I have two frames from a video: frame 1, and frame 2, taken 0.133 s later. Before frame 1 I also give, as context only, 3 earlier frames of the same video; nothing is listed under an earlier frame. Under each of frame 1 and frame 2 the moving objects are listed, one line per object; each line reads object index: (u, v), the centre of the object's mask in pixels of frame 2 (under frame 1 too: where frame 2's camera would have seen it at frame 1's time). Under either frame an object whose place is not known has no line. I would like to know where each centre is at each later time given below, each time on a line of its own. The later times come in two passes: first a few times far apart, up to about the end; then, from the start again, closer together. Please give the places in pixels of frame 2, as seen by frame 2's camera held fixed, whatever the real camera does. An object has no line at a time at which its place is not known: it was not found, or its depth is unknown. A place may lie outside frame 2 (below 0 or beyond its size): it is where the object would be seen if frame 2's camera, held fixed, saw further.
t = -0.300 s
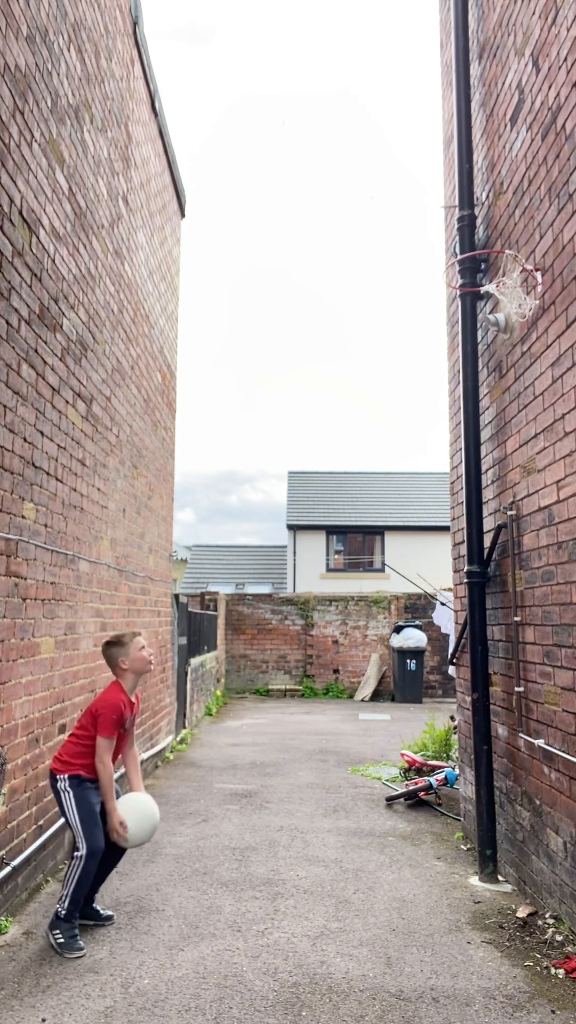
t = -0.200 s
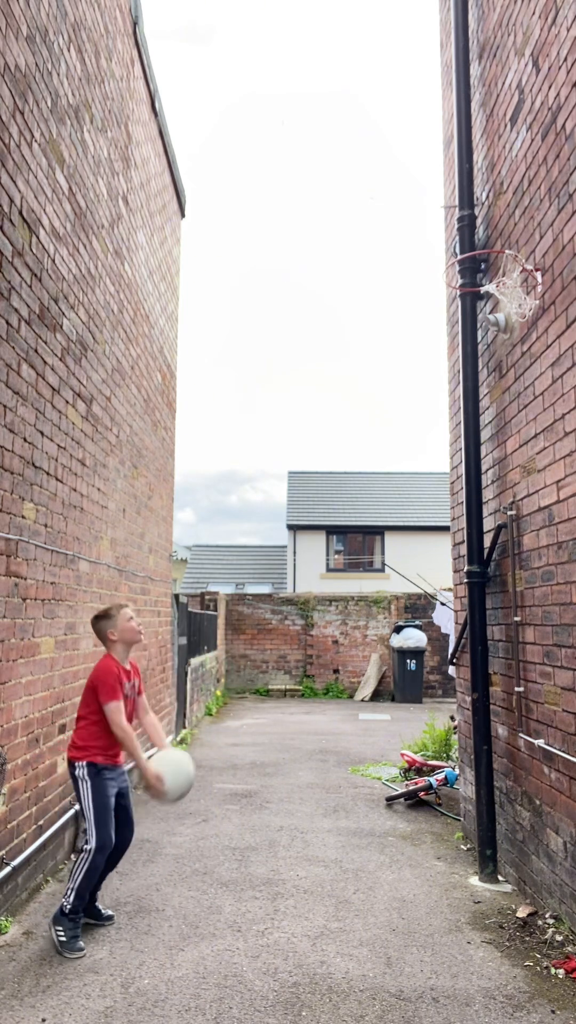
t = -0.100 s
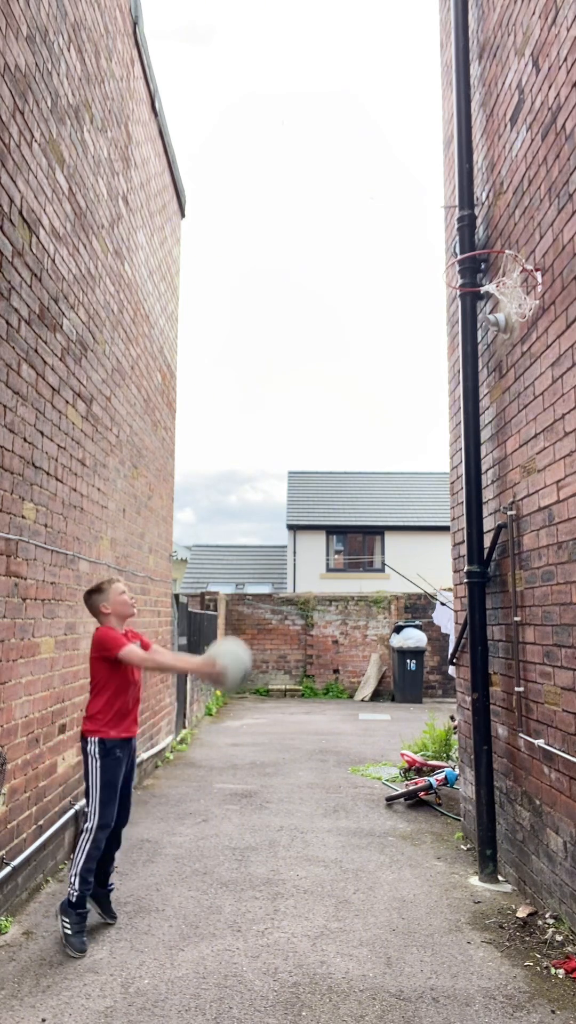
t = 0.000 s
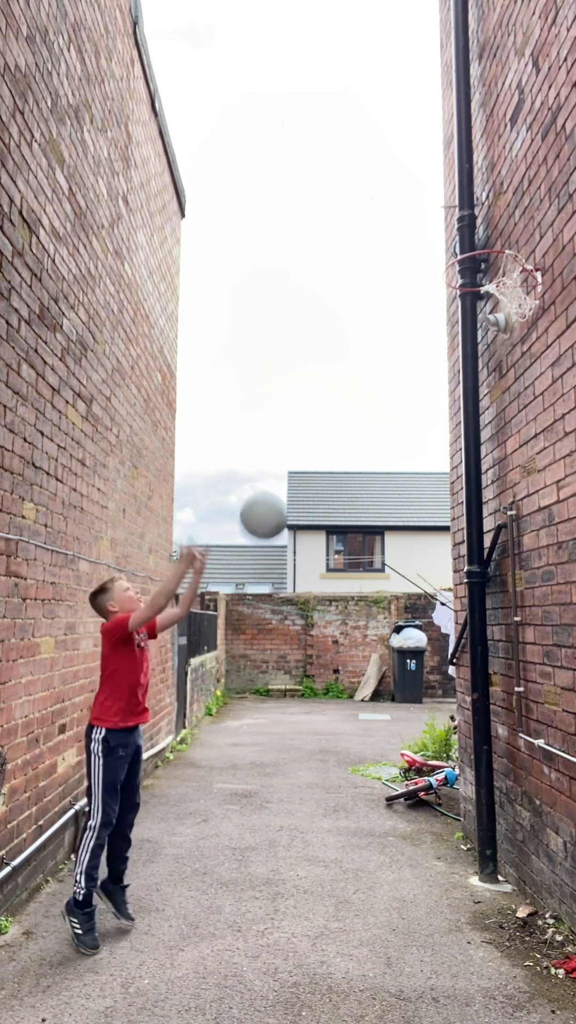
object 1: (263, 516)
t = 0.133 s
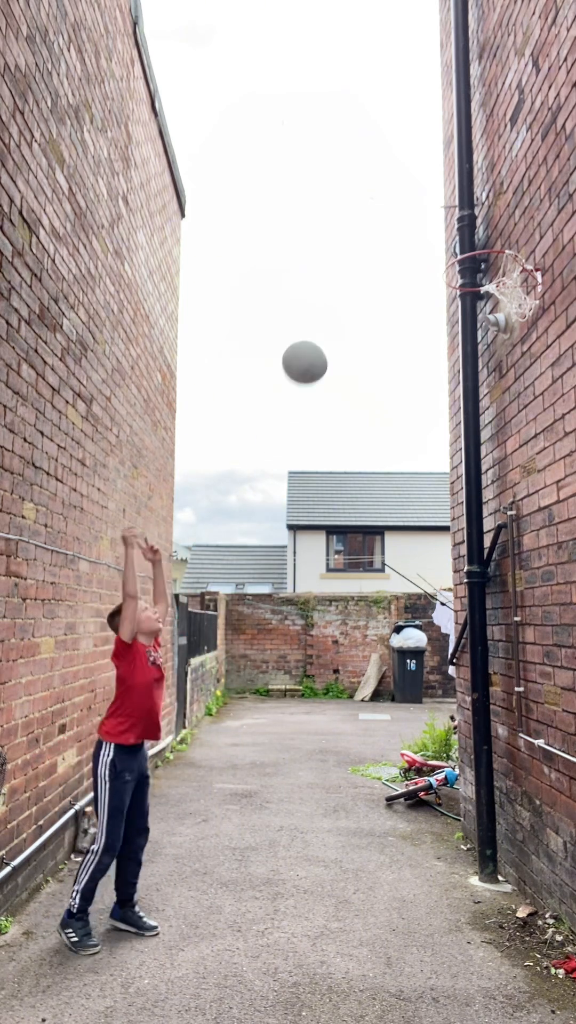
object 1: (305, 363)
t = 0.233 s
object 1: (333, 274)
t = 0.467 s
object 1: (399, 149)
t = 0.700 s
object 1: (464, 130)
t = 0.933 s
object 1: (517, 206)
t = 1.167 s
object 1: (472, 278)
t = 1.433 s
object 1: (499, 300)
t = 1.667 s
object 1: (505, 439)
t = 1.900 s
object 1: (520, 745)
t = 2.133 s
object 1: (515, 821)
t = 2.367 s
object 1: (488, 588)
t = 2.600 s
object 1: (467, 512)
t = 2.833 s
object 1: (453, 583)
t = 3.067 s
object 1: (441, 822)
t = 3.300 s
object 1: (429, 882)
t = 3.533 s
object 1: (417, 710)
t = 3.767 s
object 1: (410, 711)
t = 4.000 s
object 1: (407, 887)
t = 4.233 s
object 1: (399, 912)
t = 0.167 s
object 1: (314, 331)
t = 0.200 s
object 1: (324, 301)
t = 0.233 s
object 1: (333, 274)
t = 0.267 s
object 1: (343, 249)
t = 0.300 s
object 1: (352, 227)
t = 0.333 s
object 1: (362, 207)
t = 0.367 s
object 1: (371, 189)
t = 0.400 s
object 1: (380, 174)
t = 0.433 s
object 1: (390, 160)
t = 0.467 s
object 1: (399, 149)
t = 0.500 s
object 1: (408, 140)
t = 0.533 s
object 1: (417, 134)
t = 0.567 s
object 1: (427, 129)
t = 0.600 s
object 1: (436, 126)
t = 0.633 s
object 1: (446, 126)
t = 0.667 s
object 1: (455, 127)
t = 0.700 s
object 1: (464, 130)
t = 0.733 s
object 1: (473, 136)
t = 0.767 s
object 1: (482, 143)
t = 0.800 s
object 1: (491, 153)
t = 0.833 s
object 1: (501, 165)
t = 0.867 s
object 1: (511, 179)
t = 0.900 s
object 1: (521, 195)
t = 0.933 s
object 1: (517, 206)
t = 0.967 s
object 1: (508, 218)
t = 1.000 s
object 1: (499, 229)
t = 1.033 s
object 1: (490, 247)
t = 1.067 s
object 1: (480, 256)
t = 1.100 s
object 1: (469, 266)
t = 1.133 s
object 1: (469, 272)
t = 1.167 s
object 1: (472, 278)
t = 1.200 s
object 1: (480, 278)
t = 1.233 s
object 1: (488, 276)
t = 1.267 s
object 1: (493, 276)
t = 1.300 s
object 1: (496, 277)
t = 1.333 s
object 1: (497, 279)
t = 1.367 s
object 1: (498, 283)
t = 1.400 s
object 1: (499, 290)
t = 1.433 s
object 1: (499, 300)
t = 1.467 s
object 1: (499, 310)
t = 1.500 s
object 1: (500, 326)
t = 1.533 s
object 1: (501, 342)
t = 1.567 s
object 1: (501, 362)
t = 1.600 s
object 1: (502, 384)
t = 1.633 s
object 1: (503, 410)
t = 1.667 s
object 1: (505, 439)
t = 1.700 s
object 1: (506, 471)
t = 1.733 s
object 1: (508, 506)
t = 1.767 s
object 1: (510, 545)
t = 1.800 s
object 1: (512, 588)
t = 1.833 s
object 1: (514, 635)
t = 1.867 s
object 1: (517, 688)
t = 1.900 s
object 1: (520, 745)
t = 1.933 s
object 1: (523, 807)
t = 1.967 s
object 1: (527, 874)
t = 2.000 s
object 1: (530, 949)
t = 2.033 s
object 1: (530, 977)
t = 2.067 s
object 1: (524, 919)
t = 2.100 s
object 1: (520, 867)
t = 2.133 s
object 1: (515, 821)
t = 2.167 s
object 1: (510, 776)
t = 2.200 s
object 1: (506, 737)
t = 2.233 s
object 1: (502, 700)
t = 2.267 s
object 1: (498, 666)
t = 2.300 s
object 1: (494, 638)
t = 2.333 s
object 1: (491, 611)
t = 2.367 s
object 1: (488, 588)
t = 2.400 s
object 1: (484, 568)
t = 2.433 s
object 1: (481, 552)
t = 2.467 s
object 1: (478, 538)
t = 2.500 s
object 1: (476, 527)
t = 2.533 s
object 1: (473, 519)
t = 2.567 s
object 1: (470, 514)
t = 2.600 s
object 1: (467, 512)
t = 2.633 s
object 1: (465, 513)
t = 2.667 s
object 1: (463, 517)
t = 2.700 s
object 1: (460, 524)
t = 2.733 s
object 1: (458, 534)
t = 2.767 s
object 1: (456, 547)
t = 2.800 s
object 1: (454, 563)
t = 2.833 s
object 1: (453, 583)
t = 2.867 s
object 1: (450, 607)
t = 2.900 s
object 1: (448, 632)
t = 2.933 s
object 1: (446, 664)
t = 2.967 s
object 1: (445, 696)
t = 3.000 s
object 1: (443, 733)
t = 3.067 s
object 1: (441, 822)
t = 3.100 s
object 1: (439, 871)
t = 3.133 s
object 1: (438, 926)
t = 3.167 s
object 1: (437, 985)
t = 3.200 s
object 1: (434, 1000)
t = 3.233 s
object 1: (433, 966)
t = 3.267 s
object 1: (431, 922)
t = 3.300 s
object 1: (429, 882)
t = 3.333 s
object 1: (427, 846)
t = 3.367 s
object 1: (426, 814)
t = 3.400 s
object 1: (424, 787)
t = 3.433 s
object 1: (422, 763)
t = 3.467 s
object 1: (420, 741)
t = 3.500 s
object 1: (419, 724)
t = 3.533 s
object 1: (417, 710)
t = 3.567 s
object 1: (416, 701)
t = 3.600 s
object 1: (415, 694)
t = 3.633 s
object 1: (414, 691)
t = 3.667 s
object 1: (413, 690)
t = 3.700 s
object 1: (412, 694)
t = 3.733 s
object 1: (411, 701)
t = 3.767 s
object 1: (410, 711)
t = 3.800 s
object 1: (409, 724)
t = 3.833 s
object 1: (409, 742)
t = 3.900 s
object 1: (407, 788)
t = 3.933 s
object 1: (407, 818)
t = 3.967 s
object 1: (407, 850)
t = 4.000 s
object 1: (407, 887)
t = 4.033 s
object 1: (406, 929)
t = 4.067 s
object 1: (406, 976)
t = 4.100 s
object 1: (405, 1005)
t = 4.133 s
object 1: (403, 1002)
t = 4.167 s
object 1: (403, 980)
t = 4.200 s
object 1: (401, 945)
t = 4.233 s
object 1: (399, 912)
